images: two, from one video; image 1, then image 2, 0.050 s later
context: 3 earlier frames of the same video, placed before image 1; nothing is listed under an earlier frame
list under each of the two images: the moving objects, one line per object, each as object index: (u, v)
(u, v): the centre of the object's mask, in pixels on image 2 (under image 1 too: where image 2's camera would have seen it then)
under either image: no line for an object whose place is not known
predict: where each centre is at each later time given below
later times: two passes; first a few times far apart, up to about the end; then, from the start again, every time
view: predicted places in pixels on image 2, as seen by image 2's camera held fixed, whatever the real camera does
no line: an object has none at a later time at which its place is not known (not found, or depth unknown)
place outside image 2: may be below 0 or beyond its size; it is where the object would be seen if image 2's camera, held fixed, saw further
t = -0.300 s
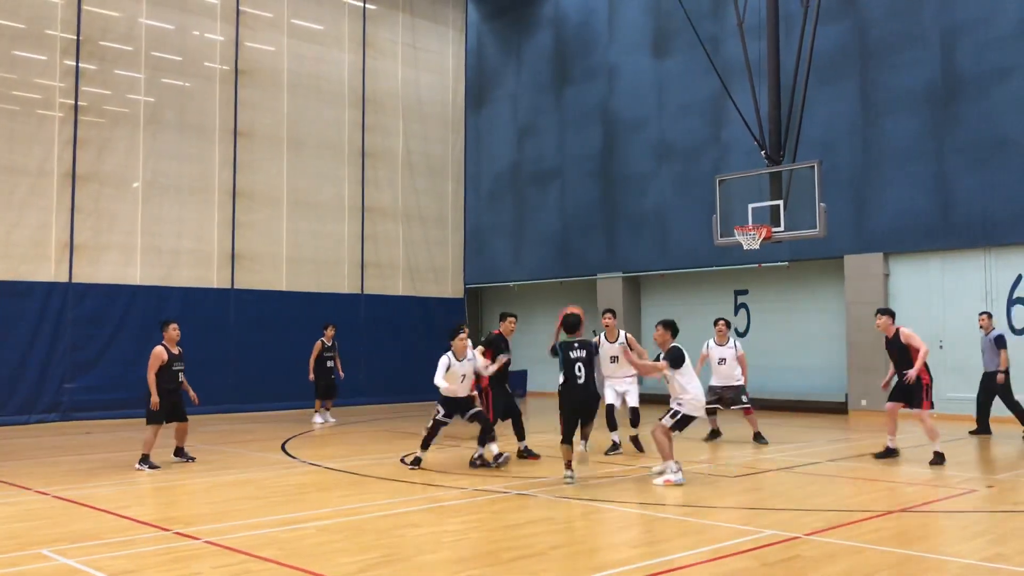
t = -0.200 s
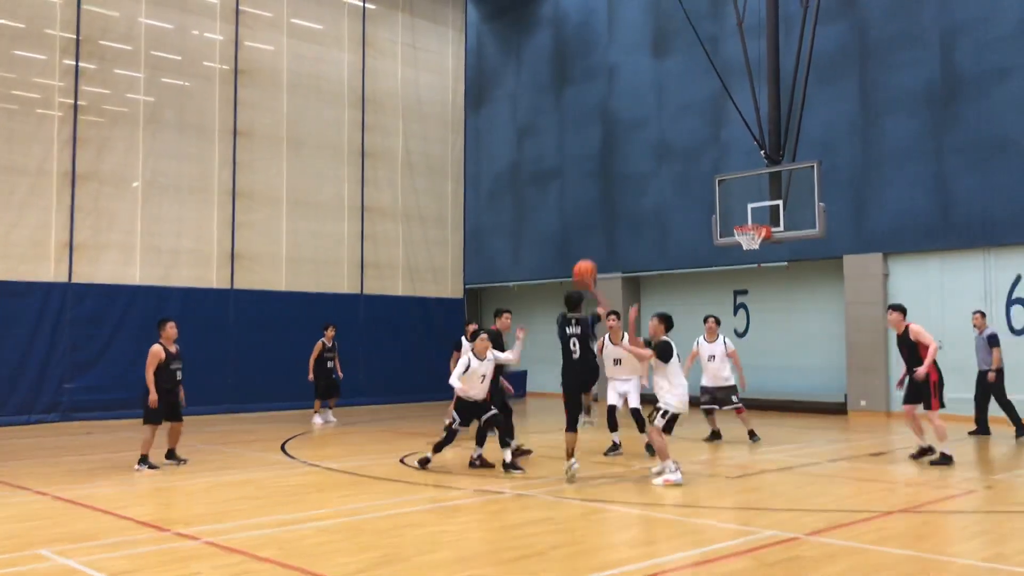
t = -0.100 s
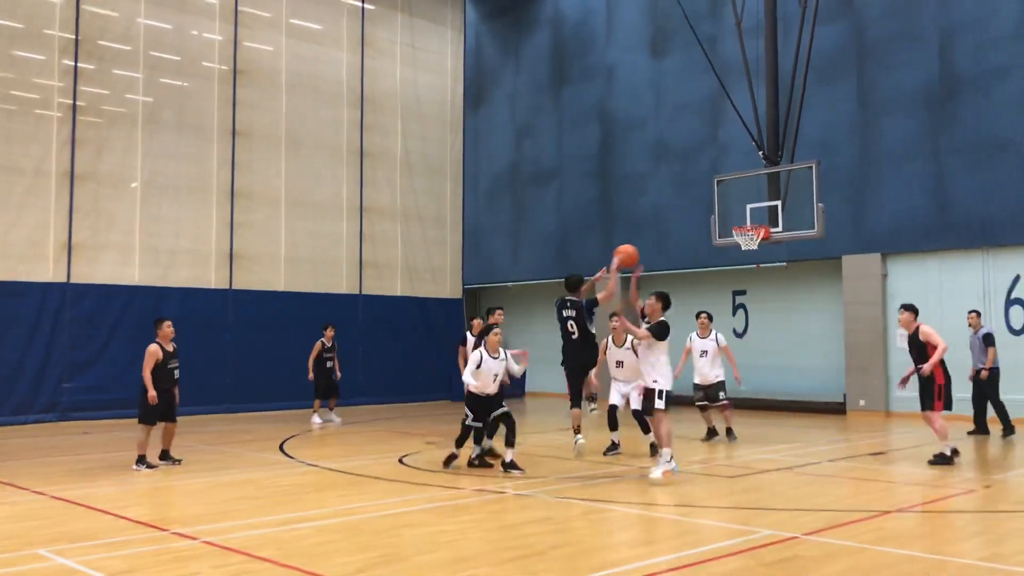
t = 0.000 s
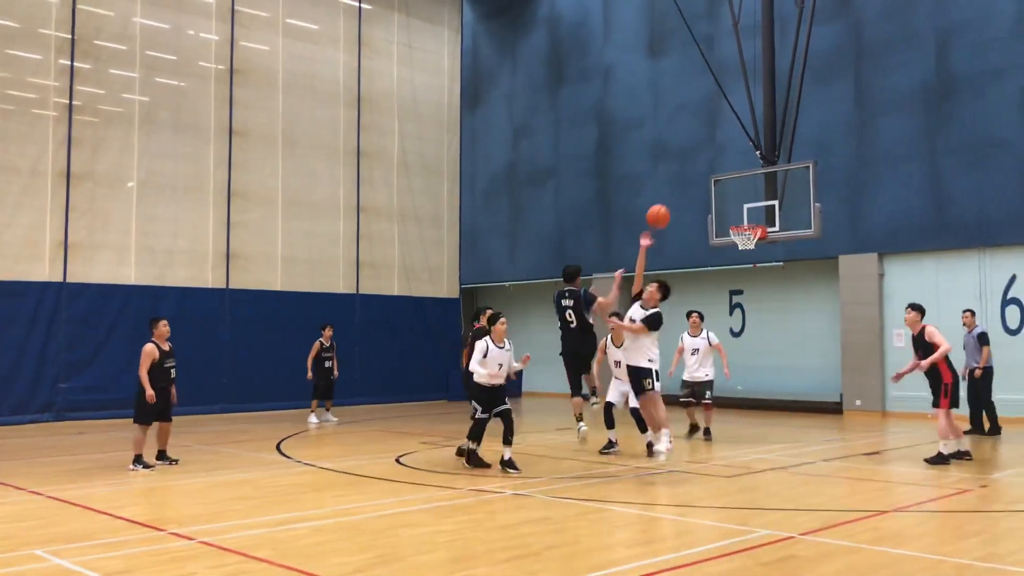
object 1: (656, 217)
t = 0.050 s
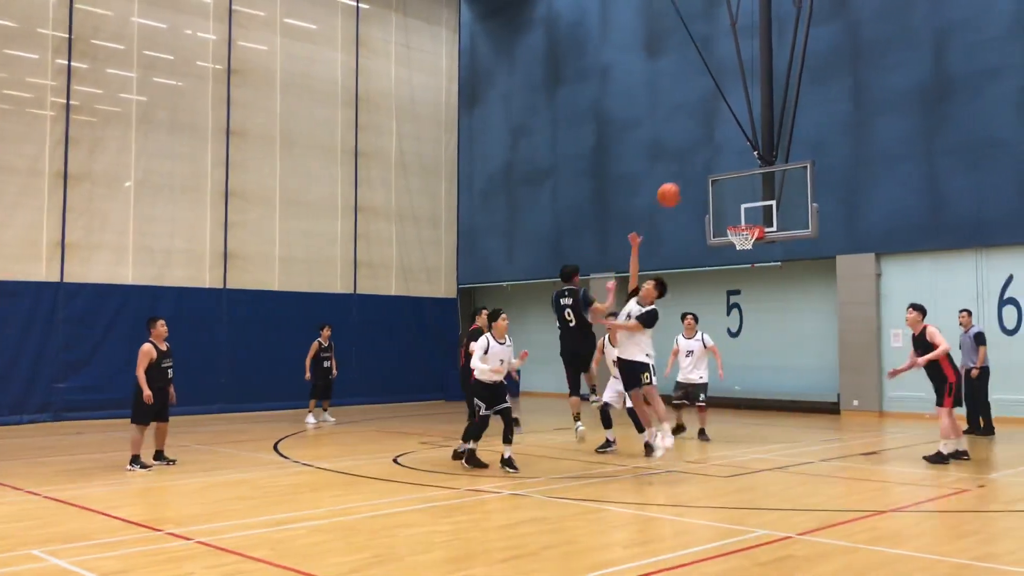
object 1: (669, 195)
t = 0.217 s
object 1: (711, 142)
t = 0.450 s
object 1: (768, 112)
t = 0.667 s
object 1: (819, 129)
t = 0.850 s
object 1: (860, 174)
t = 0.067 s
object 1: (673, 188)
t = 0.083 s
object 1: (678, 182)
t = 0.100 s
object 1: (682, 176)
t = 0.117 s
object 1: (686, 170)
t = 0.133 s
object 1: (690, 165)
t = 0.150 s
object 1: (695, 159)
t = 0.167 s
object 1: (699, 155)
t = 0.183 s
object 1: (703, 150)
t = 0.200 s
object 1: (707, 146)
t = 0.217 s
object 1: (711, 142)
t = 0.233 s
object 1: (715, 138)
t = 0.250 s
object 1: (719, 134)
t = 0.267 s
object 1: (724, 131)
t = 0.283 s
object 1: (728, 128)
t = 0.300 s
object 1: (732, 125)
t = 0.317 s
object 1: (736, 123)
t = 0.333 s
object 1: (740, 120)
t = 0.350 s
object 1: (745, 118)
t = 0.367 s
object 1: (749, 117)
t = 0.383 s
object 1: (752, 116)
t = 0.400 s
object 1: (756, 114)
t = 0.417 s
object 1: (761, 114)
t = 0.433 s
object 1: (765, 113)
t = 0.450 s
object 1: (768, 112)
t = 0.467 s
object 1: (772, 112)
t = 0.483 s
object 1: (777, 112)
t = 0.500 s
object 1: (779, 112)
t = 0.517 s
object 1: (784, 114)
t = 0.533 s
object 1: (788, 115)
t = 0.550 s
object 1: (792, 116)
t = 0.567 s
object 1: (796, 117)
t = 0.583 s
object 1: (799, 118)
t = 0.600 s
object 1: (803, 120)
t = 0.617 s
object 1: (808, 122)
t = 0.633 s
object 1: (811, 124)
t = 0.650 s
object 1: (815, 126)
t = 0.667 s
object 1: (819, 129)
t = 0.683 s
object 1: (823, 132)
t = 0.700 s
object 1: (827, 135)
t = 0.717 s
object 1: (830, 139)
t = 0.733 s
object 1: (834, 143)
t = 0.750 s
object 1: (838, 147)
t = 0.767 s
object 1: (842, 150)
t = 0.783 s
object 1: (845, 155)
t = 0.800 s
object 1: (849, 159)
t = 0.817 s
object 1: (853, 164)
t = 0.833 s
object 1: (857, 169)
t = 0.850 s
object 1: (860, 174)
